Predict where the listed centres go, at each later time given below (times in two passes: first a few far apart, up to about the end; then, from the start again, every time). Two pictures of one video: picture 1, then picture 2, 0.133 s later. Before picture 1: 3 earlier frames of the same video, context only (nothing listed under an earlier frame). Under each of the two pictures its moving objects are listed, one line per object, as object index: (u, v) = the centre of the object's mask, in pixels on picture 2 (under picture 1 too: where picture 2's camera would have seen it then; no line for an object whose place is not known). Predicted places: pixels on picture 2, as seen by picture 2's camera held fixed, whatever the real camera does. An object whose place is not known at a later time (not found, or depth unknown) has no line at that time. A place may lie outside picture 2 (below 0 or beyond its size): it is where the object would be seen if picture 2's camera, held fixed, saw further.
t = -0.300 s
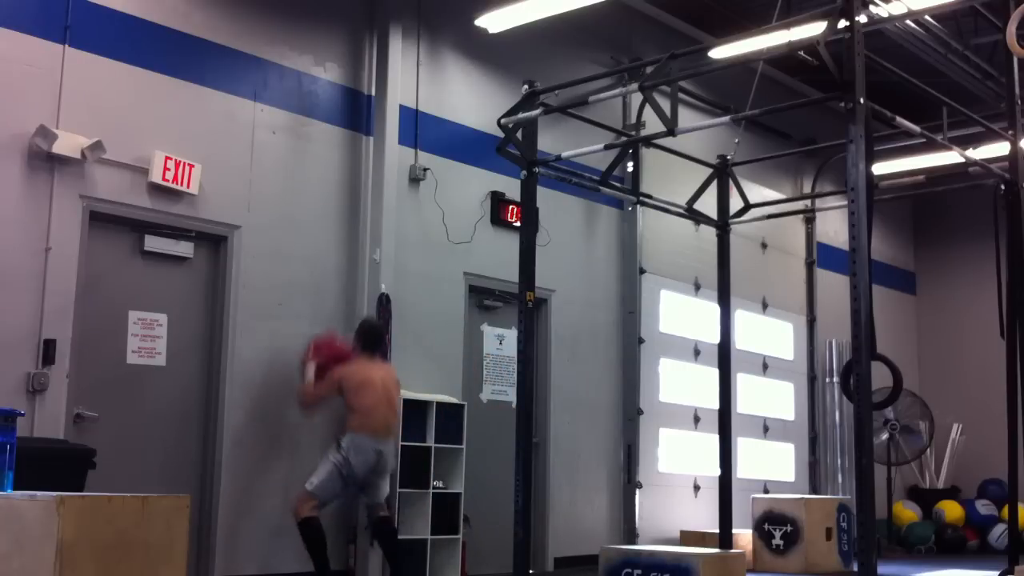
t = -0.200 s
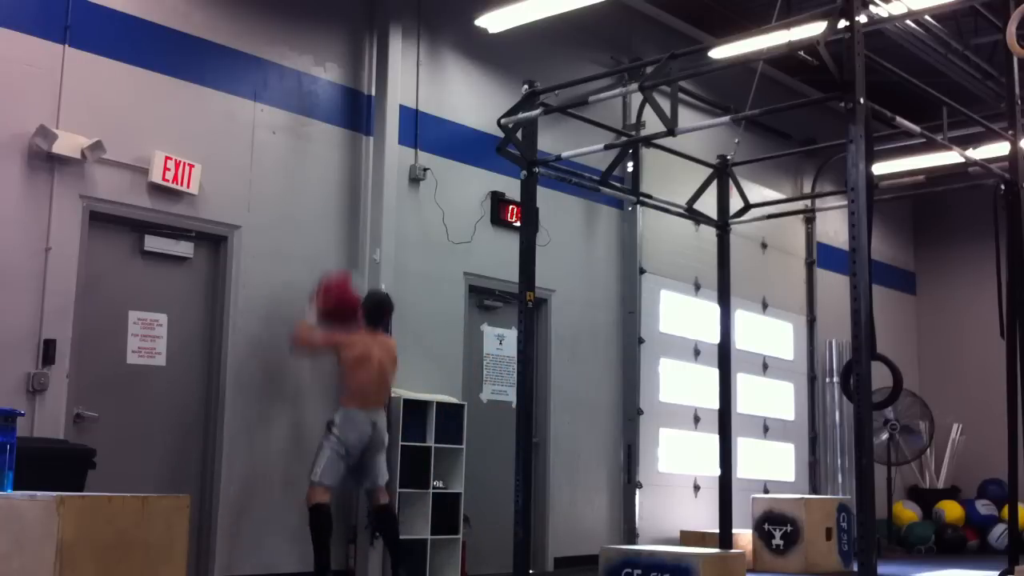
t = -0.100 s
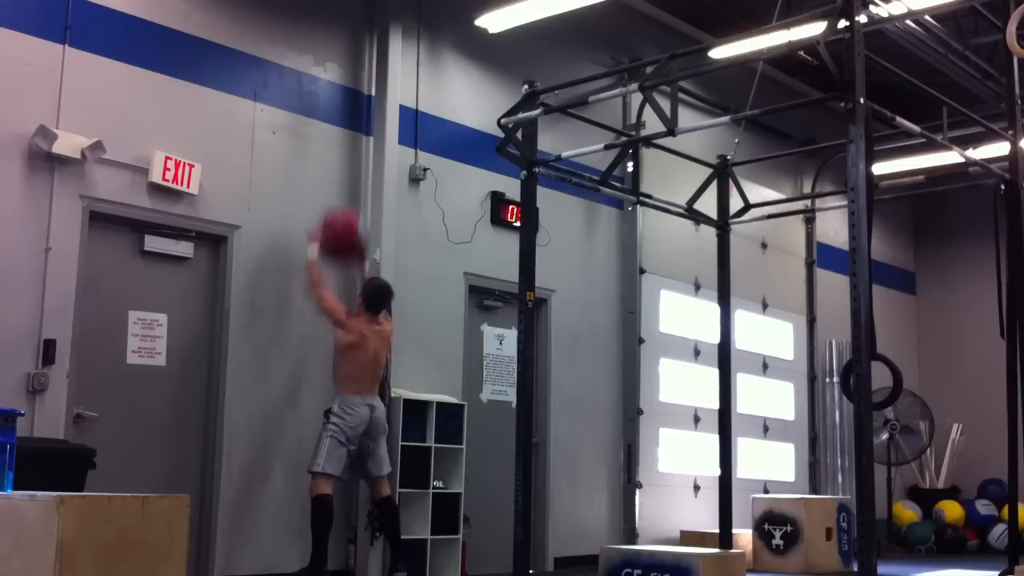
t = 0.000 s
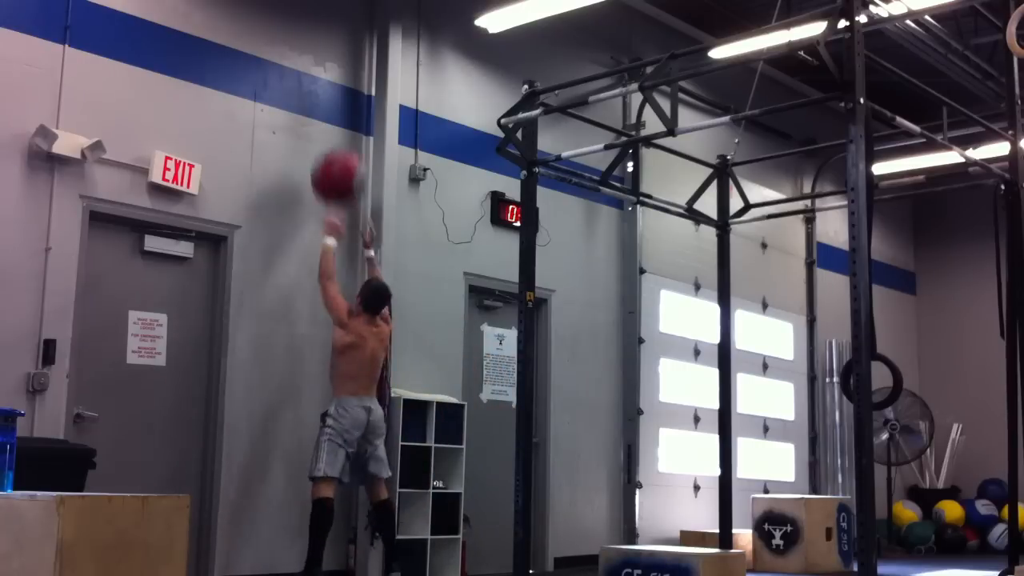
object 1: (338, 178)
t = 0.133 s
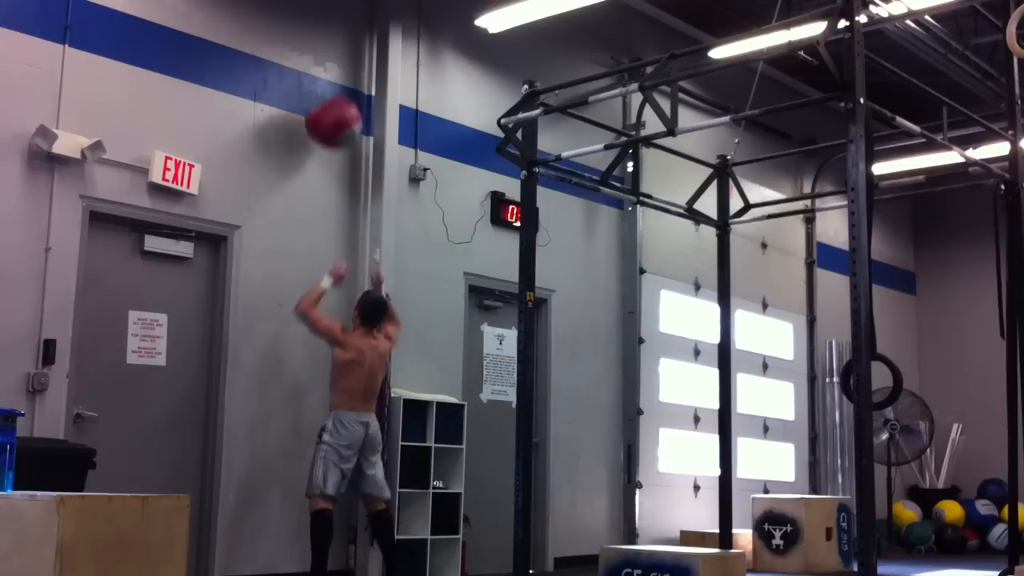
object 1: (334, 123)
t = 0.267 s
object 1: (327, 92)
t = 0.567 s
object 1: (328, 122)
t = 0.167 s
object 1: (333, 113)
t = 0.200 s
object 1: (331, 104)
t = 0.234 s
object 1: (329, 98)
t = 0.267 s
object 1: (327, 92)
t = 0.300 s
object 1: (325, 90)
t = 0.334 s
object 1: (324, 89)
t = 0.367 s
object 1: (324, 89)
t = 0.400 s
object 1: (325, 90)
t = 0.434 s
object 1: (326, 92)
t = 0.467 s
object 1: (327, 96)
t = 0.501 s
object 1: (327, 104)
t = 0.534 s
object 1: (328, 112)
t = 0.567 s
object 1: (328, 122)
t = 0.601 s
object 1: (328, 135)
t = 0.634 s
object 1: (329, 148)
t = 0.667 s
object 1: (329, 162)
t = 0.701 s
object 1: (329, 181)
